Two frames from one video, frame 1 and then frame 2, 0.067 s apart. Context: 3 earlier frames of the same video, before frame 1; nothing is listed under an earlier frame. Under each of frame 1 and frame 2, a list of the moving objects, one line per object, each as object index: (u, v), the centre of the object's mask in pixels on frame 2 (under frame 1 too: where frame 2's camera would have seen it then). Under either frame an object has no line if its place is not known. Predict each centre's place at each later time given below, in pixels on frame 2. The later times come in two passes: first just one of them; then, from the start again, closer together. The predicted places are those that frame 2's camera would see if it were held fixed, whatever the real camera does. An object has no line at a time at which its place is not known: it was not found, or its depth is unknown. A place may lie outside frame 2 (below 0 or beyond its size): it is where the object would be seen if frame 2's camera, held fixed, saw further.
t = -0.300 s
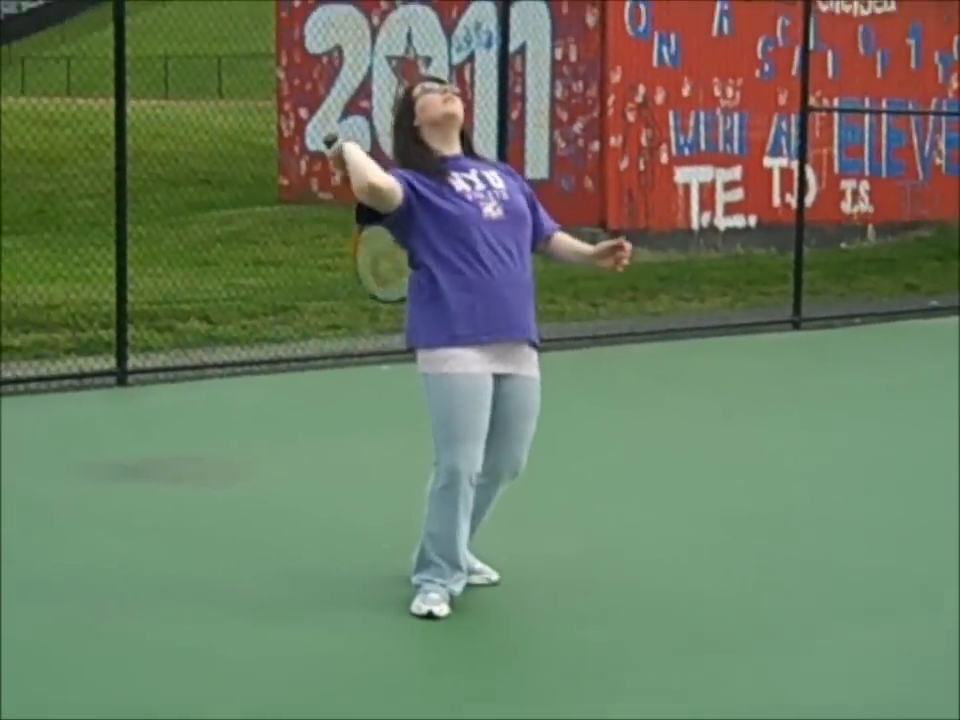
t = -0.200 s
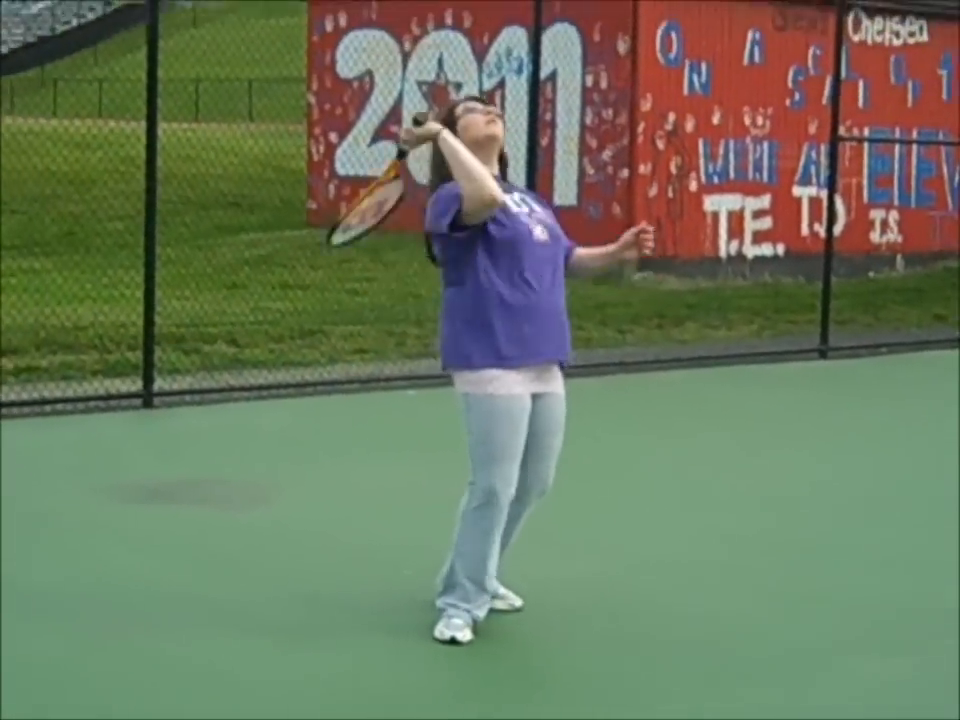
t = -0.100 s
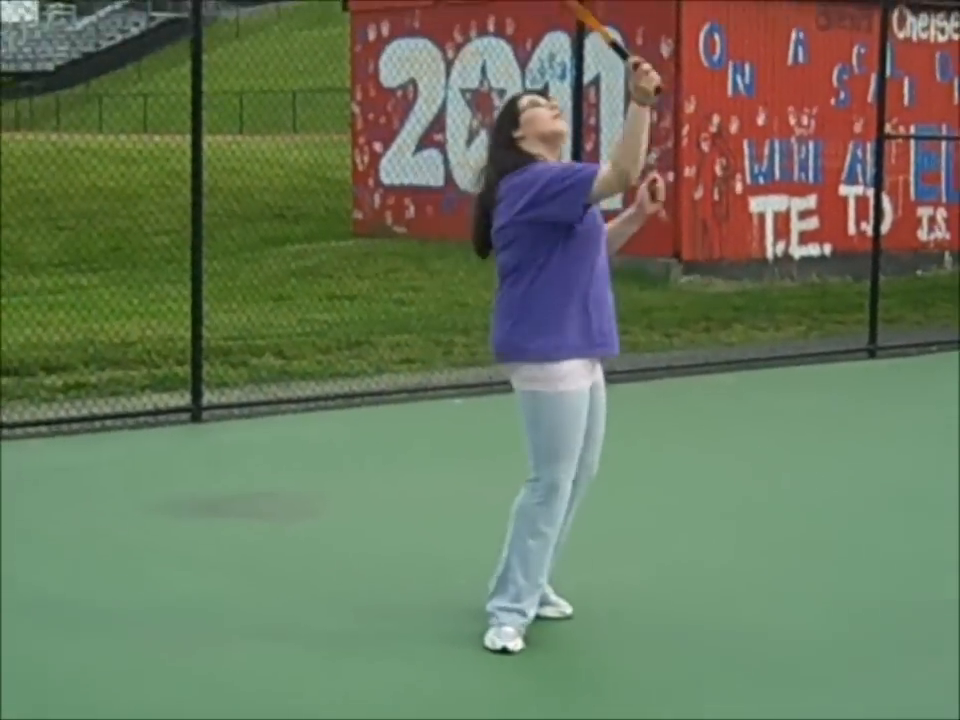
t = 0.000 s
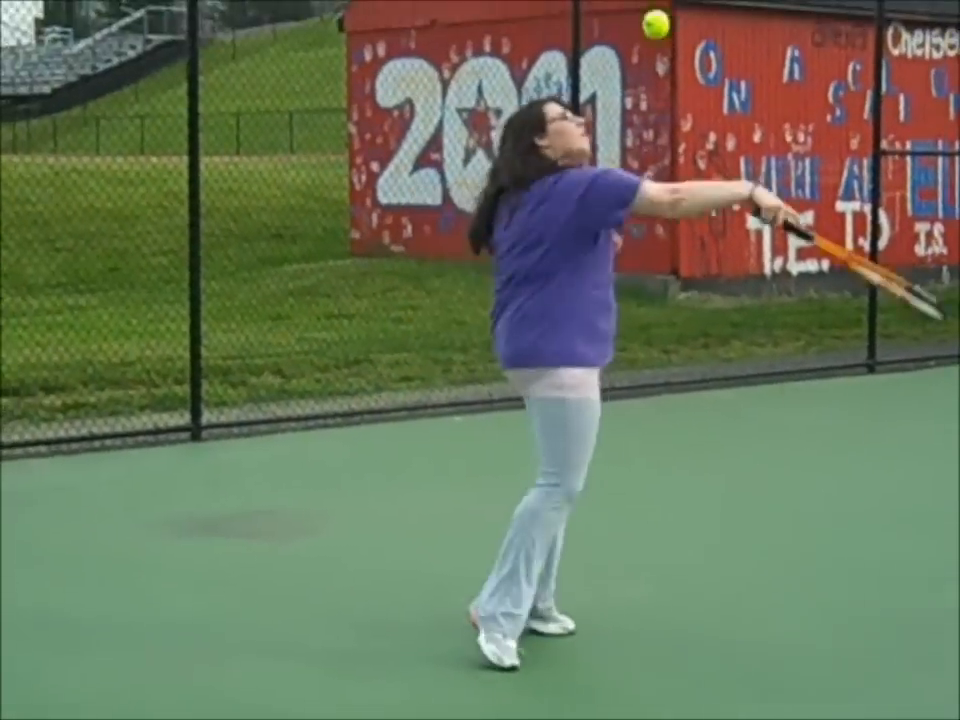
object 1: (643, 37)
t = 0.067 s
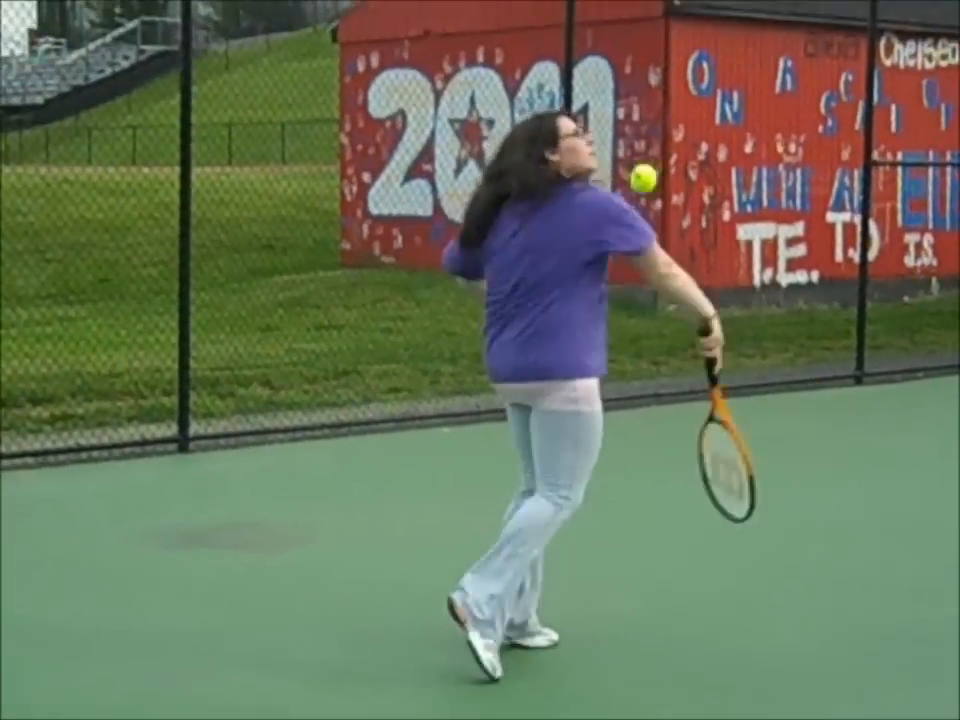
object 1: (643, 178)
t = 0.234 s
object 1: (624, 608)
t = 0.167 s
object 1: (630, 426)
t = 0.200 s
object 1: (629, 515)
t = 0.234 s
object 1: (624, 608)
